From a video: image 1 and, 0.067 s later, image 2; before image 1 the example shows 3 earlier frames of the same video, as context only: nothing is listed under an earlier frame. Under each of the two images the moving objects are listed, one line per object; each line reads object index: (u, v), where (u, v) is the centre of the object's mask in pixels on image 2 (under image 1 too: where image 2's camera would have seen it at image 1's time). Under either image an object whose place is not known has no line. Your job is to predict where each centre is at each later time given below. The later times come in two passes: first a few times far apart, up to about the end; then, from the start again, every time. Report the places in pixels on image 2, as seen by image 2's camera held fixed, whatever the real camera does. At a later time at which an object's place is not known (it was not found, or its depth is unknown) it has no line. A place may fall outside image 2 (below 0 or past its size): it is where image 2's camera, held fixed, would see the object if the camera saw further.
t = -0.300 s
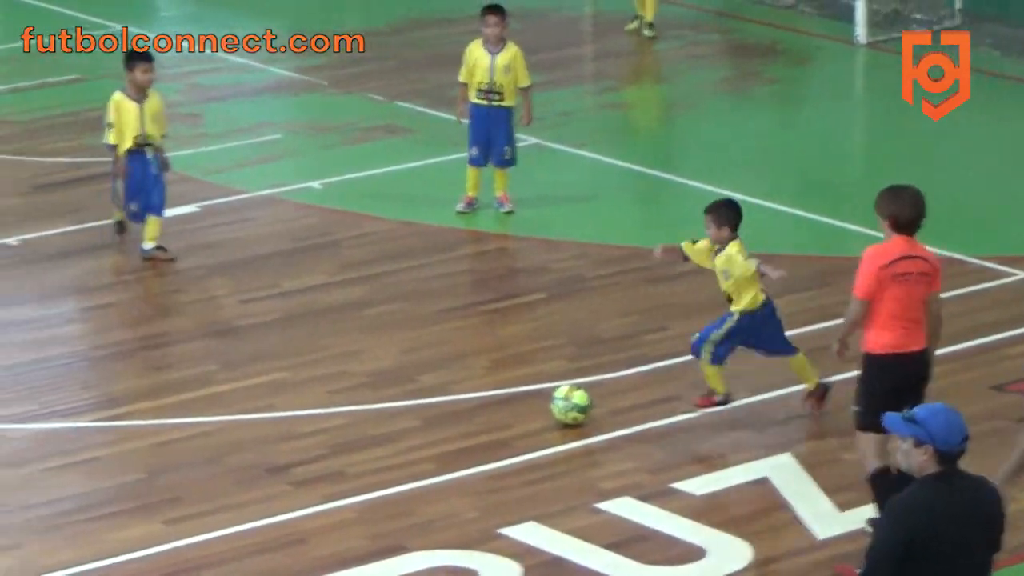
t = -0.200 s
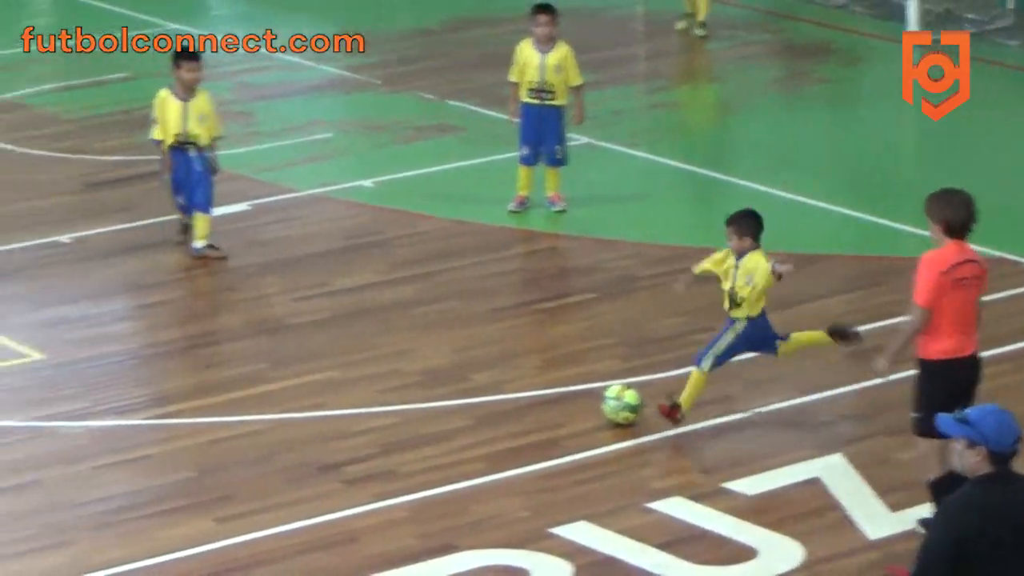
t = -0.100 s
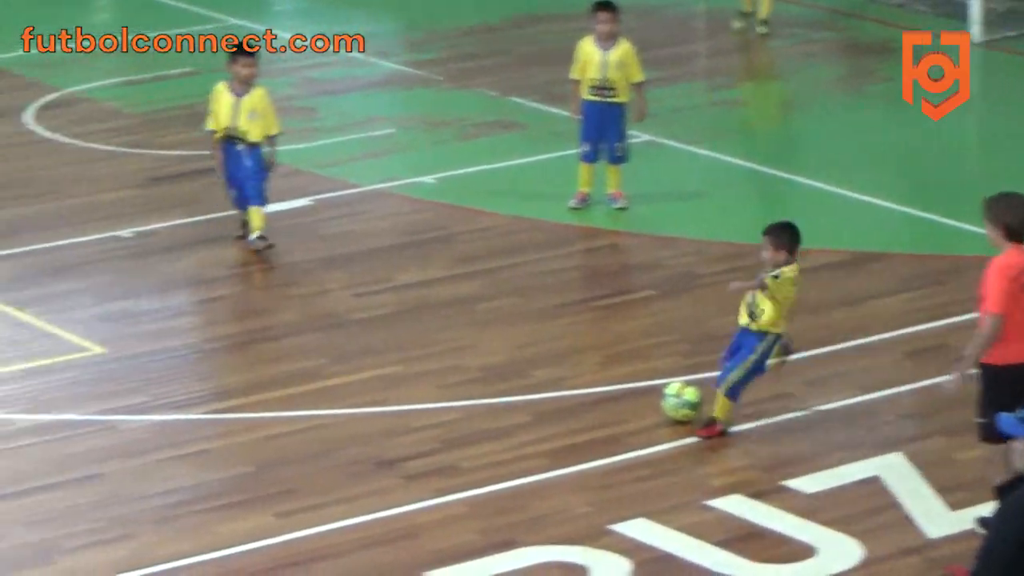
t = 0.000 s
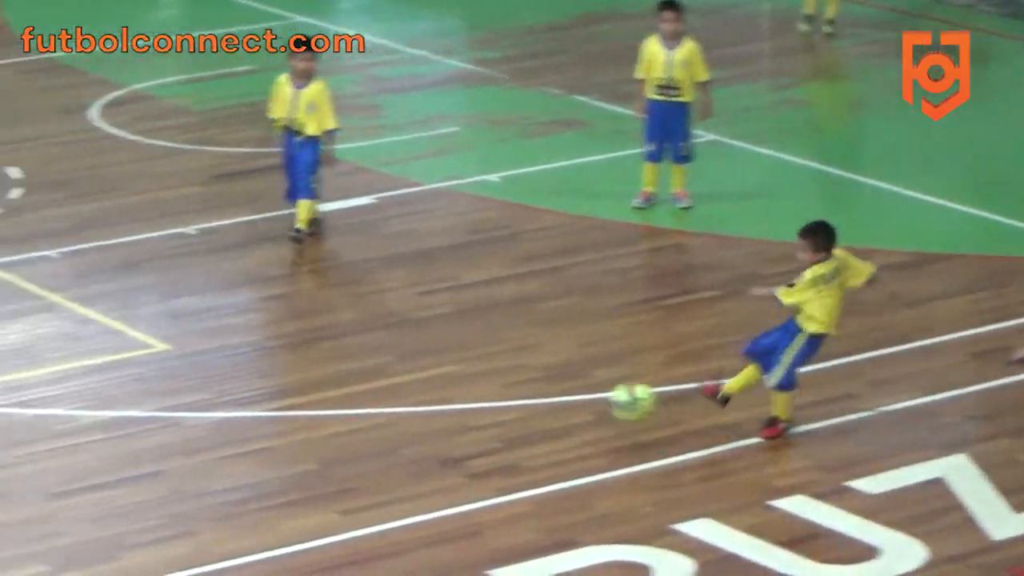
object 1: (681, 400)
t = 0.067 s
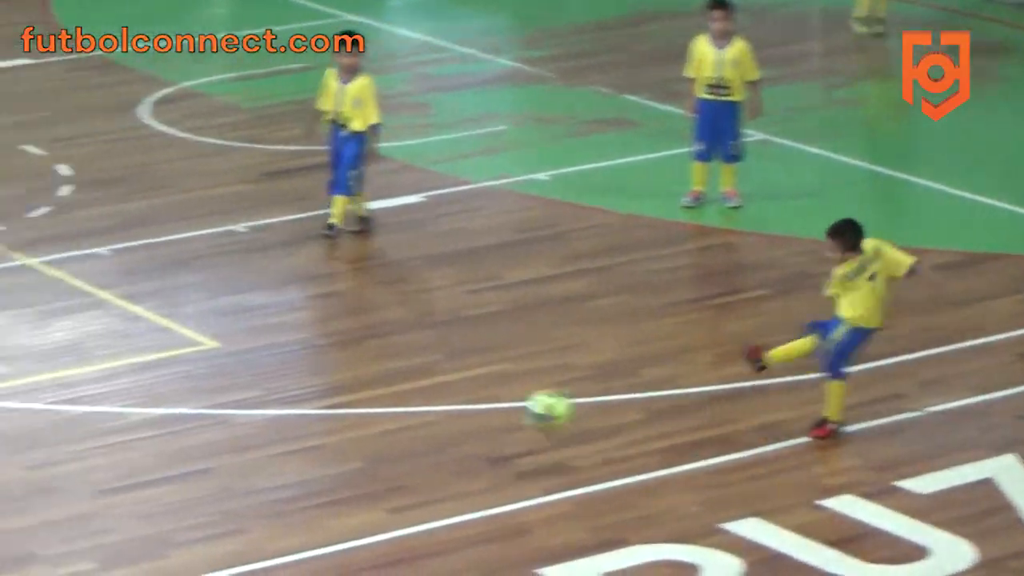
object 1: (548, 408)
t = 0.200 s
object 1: (269, 455)
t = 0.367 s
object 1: (-126, 583)
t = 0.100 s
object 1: (480, 415)
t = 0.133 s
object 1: (411, 424)
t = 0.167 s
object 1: (345, 438)
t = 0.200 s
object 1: (269, 455)
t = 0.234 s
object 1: (197, 475)
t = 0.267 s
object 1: (119, 496)
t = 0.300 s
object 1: (41, 521)
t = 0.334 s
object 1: (-43, 551)
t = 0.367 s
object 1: (-126, 583)
